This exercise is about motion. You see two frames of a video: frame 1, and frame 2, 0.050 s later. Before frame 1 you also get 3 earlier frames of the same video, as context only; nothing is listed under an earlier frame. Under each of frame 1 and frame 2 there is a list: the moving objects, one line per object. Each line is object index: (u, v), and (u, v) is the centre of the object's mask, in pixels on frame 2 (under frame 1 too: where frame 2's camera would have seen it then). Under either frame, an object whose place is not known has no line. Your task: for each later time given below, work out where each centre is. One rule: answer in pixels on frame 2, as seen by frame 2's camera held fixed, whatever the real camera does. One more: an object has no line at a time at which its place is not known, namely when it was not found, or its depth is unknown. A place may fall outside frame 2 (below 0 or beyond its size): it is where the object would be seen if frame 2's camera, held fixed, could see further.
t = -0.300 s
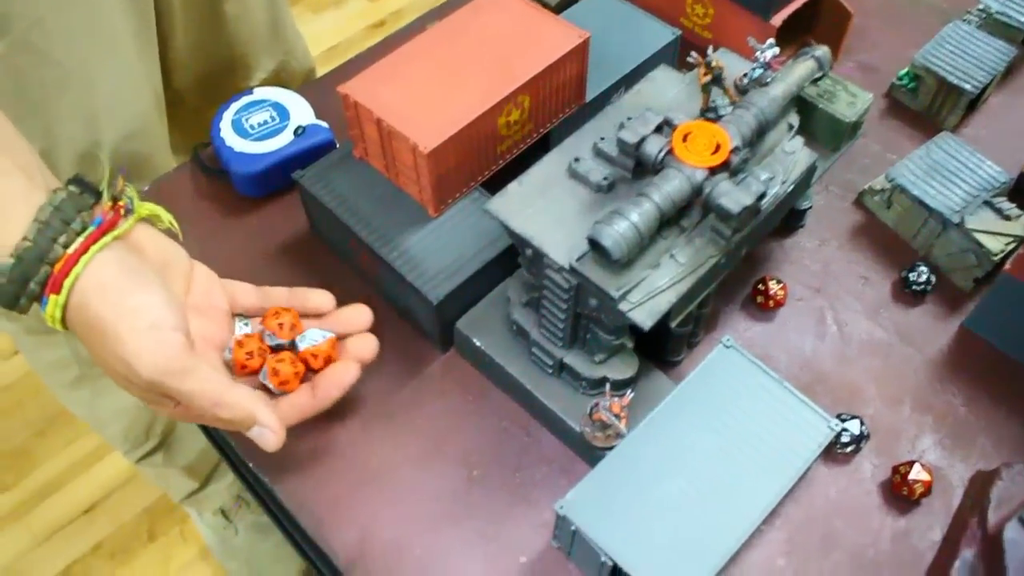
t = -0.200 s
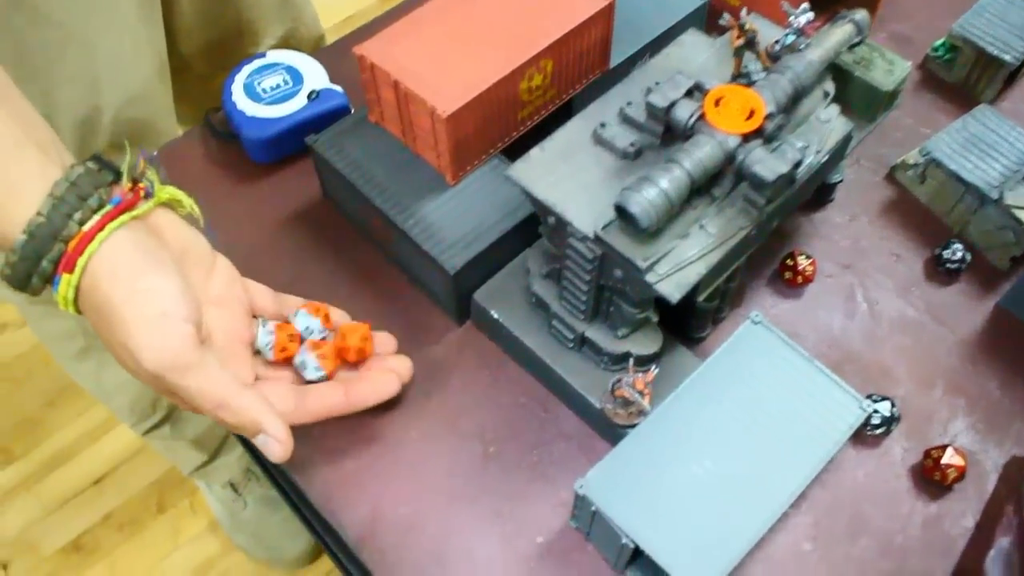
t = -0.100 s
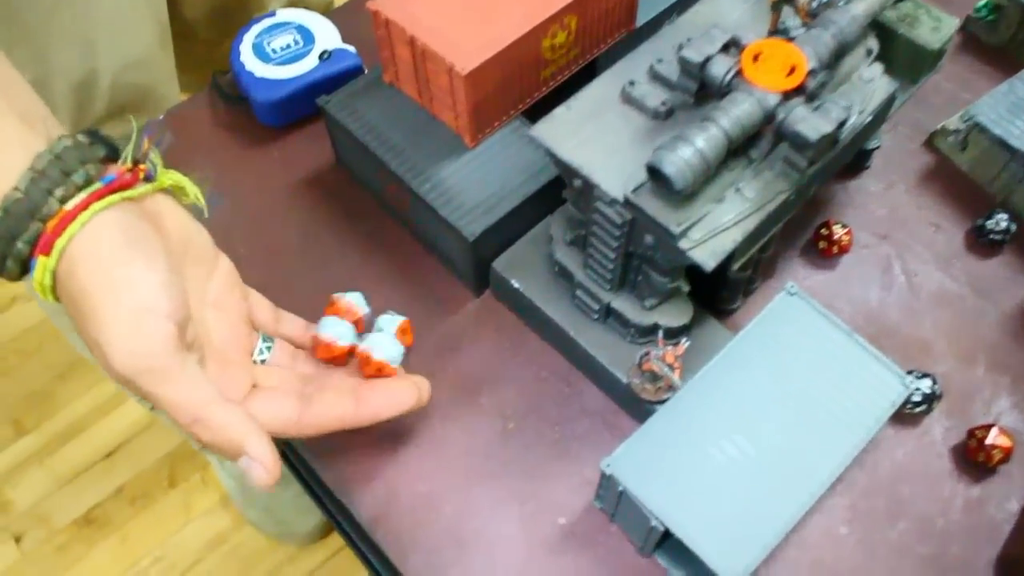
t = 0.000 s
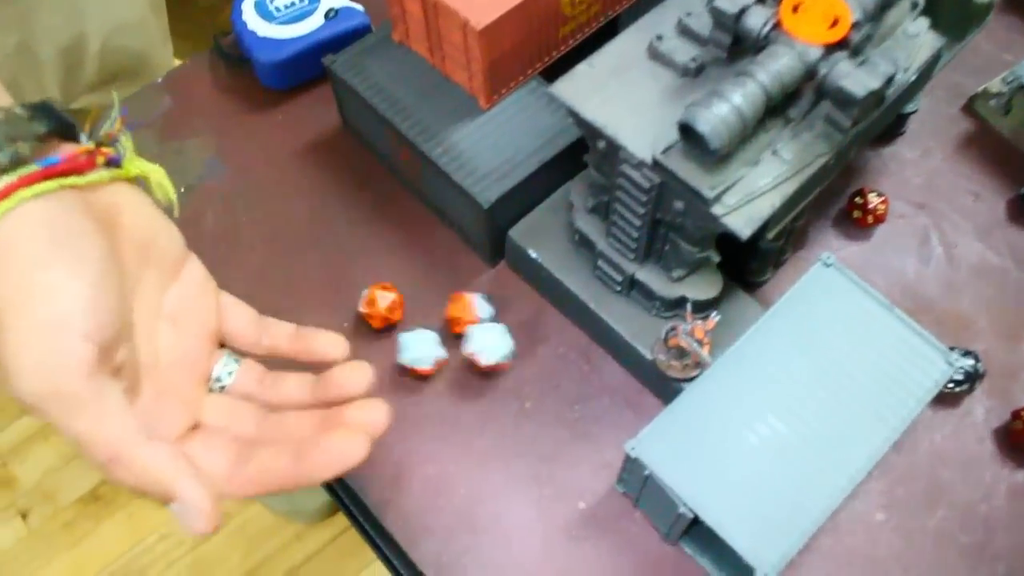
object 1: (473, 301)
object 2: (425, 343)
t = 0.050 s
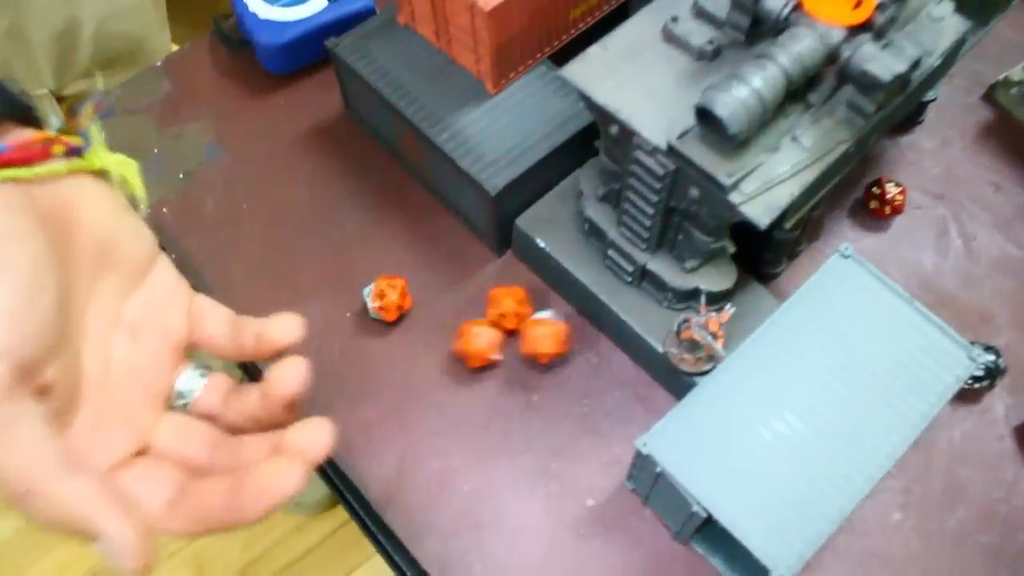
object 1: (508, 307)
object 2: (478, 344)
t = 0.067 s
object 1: (521, 307)
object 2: (496, 346)
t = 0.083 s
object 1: (534, 304)
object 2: (514, 352)
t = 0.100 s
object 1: (545, 299)
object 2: (527, 351)
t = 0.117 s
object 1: (547, 302)
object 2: (542, 354)
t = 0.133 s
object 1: (547, 306)
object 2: (554, 359)
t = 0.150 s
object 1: (547, 310)
